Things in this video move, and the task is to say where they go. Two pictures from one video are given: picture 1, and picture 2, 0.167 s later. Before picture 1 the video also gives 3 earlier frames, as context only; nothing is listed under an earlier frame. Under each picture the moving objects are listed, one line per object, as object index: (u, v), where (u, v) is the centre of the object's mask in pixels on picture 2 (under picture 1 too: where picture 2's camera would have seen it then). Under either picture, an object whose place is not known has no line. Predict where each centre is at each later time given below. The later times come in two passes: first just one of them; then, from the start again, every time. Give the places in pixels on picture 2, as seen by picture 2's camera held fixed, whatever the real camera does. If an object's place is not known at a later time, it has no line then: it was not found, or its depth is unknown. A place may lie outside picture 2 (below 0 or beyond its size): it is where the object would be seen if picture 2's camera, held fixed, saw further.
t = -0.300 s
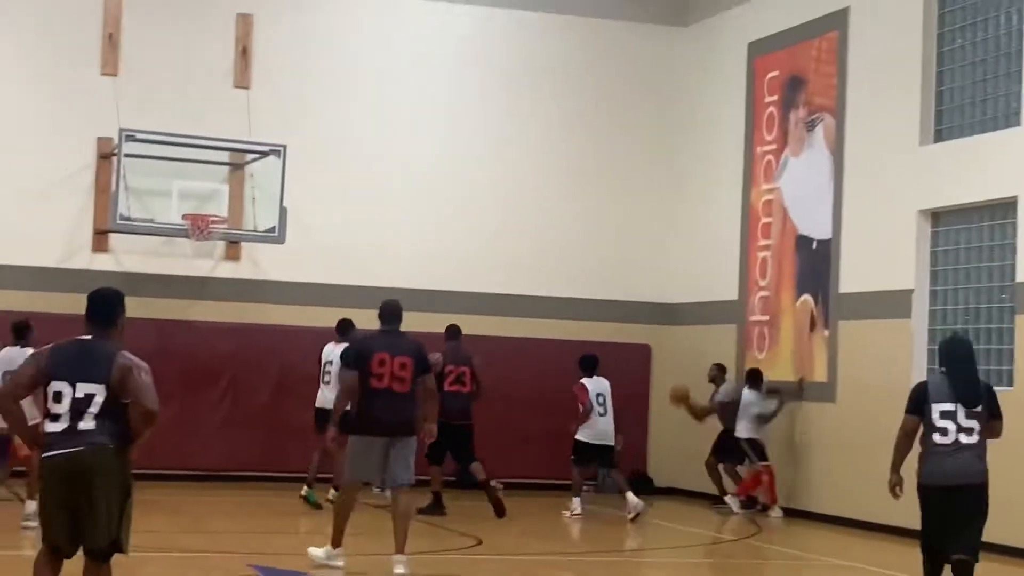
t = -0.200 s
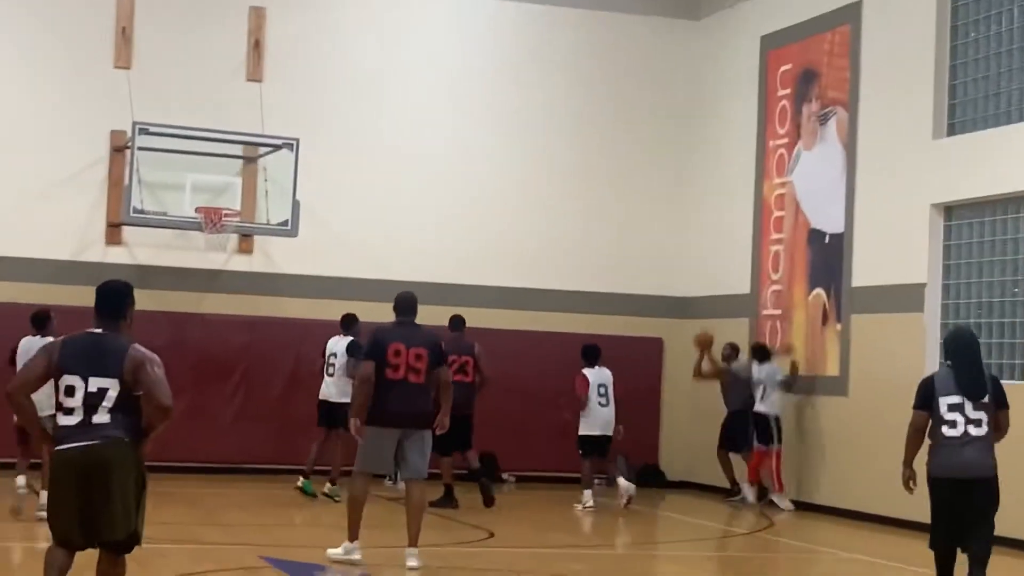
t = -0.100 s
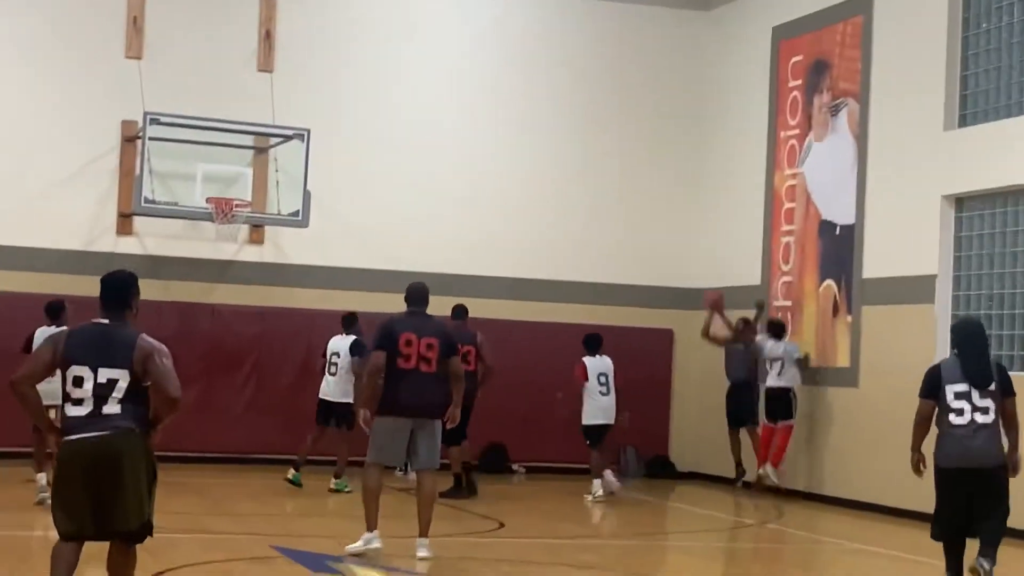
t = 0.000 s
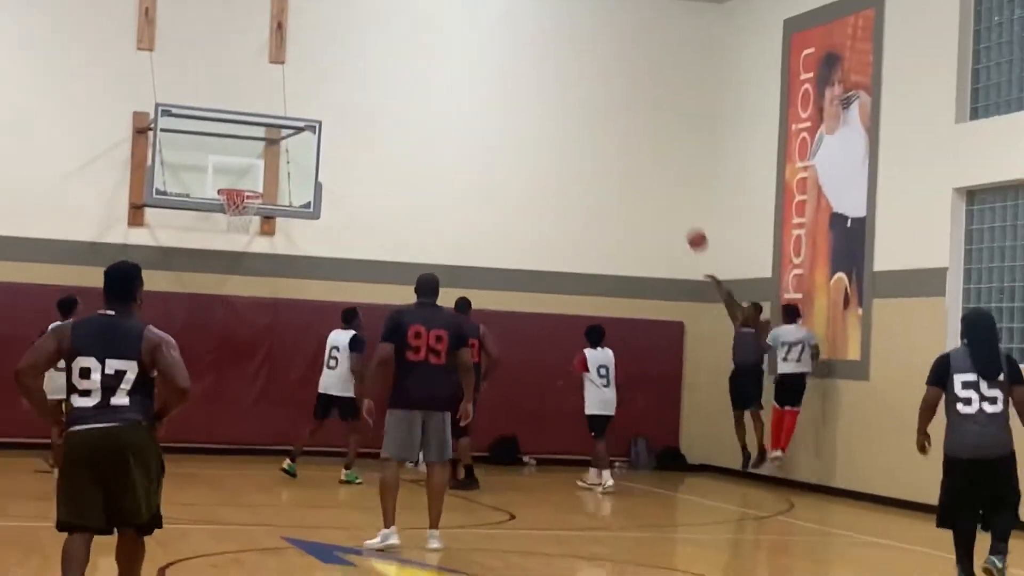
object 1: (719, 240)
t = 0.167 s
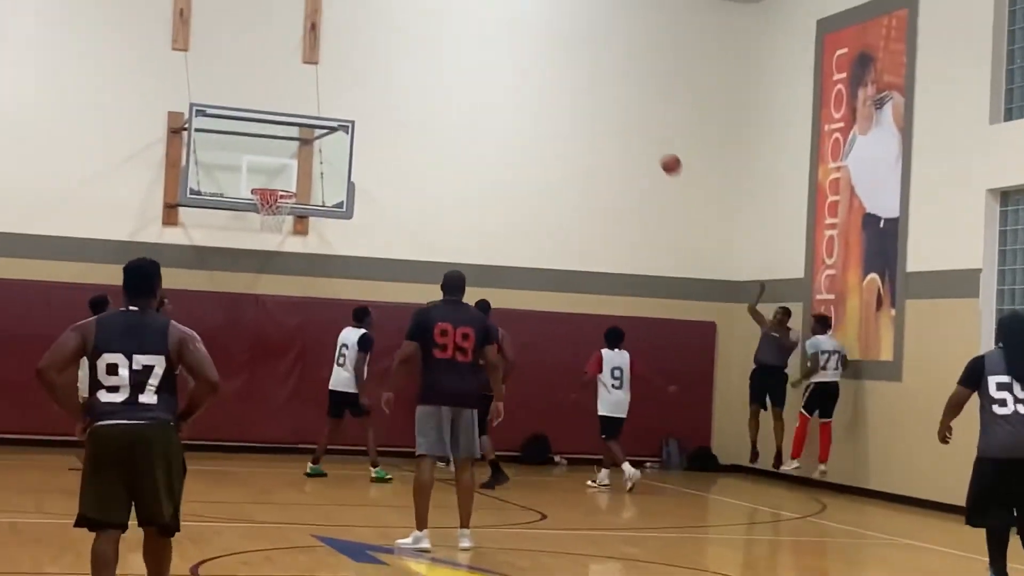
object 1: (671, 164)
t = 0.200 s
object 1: (662, 151)
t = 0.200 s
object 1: (662, 151)
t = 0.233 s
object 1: (654, 138)
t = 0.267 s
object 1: (644, 129)
